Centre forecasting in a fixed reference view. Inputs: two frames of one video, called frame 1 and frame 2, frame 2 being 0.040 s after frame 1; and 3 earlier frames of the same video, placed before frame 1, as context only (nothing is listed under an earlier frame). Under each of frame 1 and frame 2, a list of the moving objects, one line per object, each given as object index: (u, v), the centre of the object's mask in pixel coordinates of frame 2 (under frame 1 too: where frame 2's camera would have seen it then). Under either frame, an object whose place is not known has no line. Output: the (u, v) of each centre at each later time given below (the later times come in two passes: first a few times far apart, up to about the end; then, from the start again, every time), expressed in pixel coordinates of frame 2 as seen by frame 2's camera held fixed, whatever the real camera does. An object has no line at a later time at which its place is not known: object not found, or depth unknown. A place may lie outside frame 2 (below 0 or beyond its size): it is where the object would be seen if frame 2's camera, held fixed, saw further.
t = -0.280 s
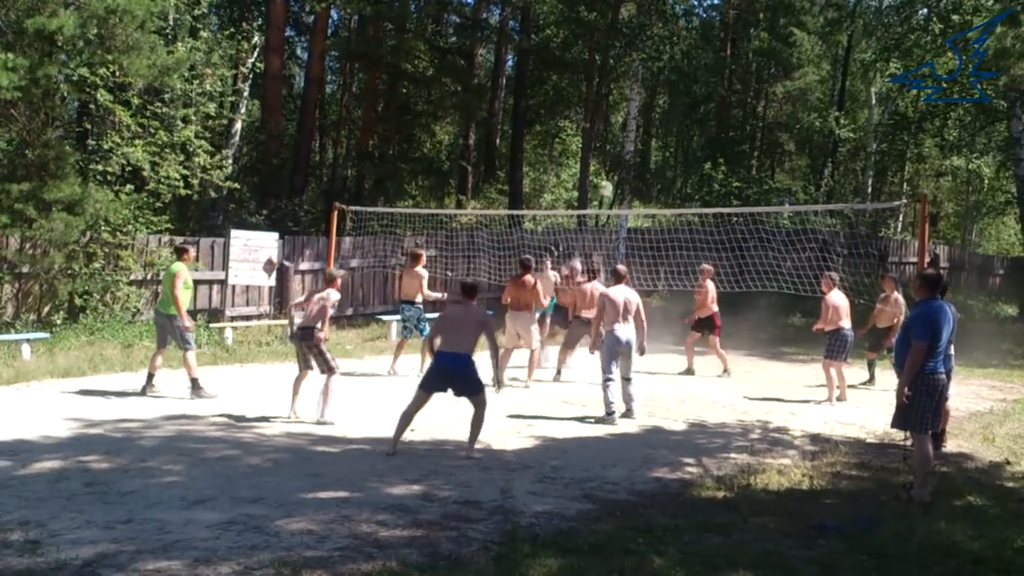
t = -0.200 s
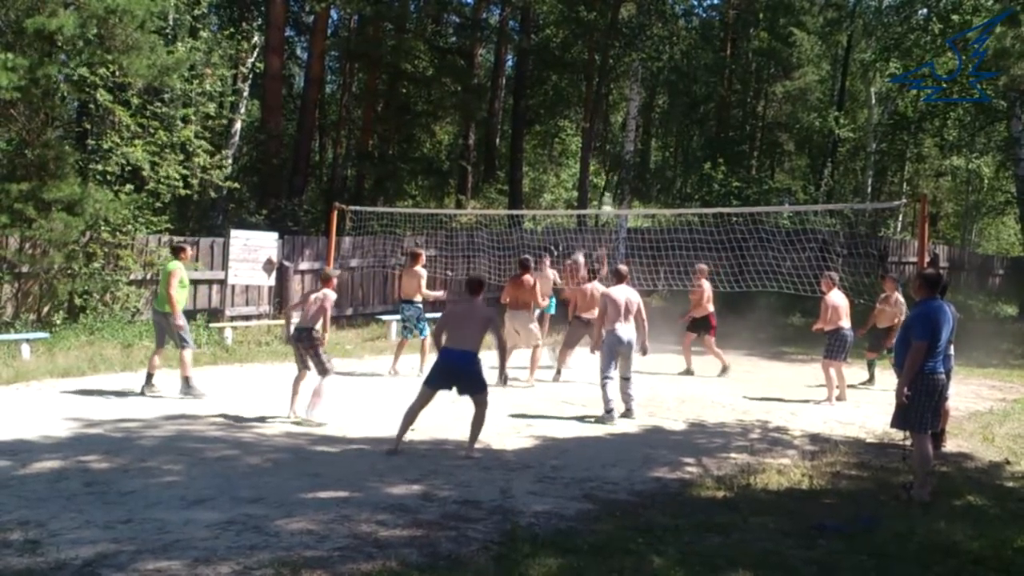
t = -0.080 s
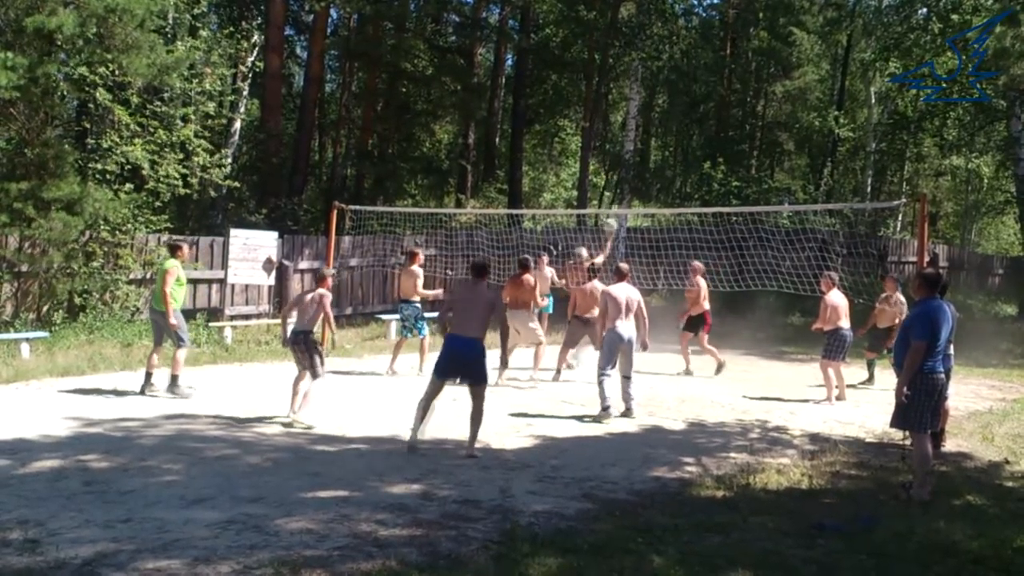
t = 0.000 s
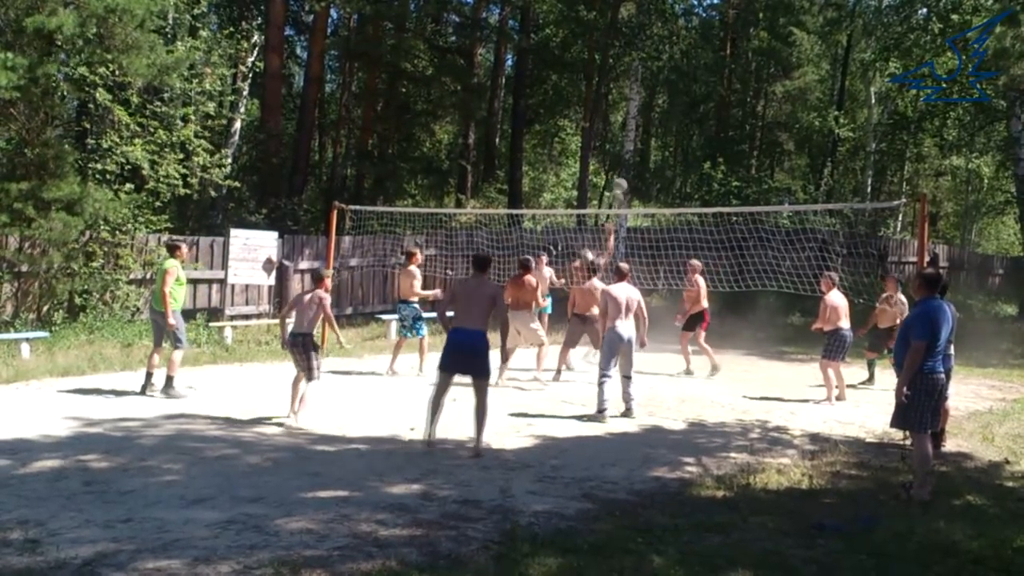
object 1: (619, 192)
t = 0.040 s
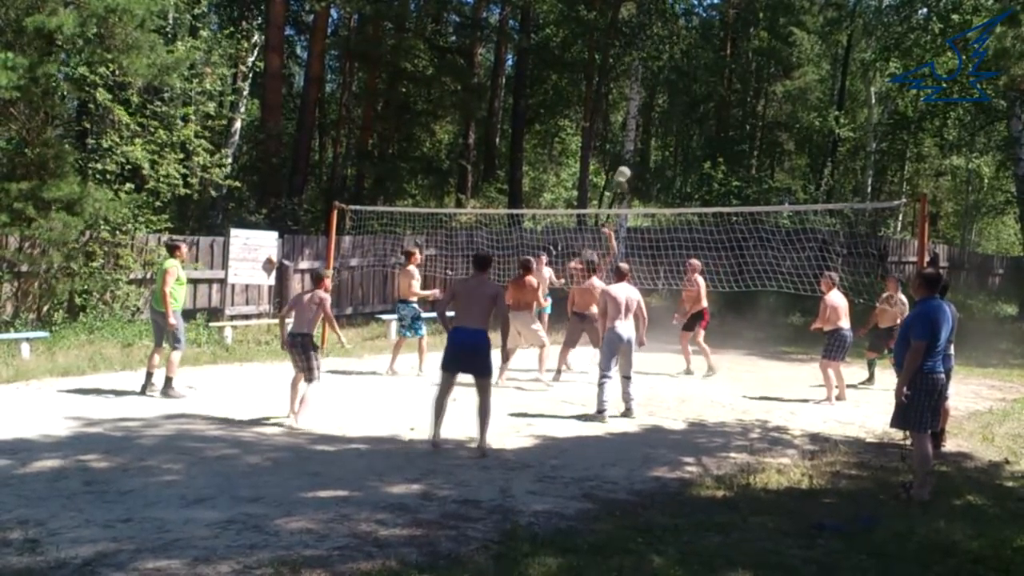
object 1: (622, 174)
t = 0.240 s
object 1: (640, 121)
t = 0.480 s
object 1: (658, 88)
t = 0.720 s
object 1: (673, 93)
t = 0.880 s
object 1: (682, 116)
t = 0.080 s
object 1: (626, 162)
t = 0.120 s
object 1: (629, 152)
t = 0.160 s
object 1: (632, 142)
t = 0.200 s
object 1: (637, 129)
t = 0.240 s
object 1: (640, 121)
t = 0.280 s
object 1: (642, 112)
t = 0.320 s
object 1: (645, 106)
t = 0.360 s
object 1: (648, 101)
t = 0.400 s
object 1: (652, 95)
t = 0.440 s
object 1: (655, 91)
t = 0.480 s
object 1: (658, 88)
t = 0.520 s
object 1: (660, 87)
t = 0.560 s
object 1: (663, 86)
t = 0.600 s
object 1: (665, 86)
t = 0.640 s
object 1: (668, 88)
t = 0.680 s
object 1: (670, 90)
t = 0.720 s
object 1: (673, 93)
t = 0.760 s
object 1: (675, 97)
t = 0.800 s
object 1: (678, 103)
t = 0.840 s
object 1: (680, 109)
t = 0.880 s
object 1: (682, 116)
